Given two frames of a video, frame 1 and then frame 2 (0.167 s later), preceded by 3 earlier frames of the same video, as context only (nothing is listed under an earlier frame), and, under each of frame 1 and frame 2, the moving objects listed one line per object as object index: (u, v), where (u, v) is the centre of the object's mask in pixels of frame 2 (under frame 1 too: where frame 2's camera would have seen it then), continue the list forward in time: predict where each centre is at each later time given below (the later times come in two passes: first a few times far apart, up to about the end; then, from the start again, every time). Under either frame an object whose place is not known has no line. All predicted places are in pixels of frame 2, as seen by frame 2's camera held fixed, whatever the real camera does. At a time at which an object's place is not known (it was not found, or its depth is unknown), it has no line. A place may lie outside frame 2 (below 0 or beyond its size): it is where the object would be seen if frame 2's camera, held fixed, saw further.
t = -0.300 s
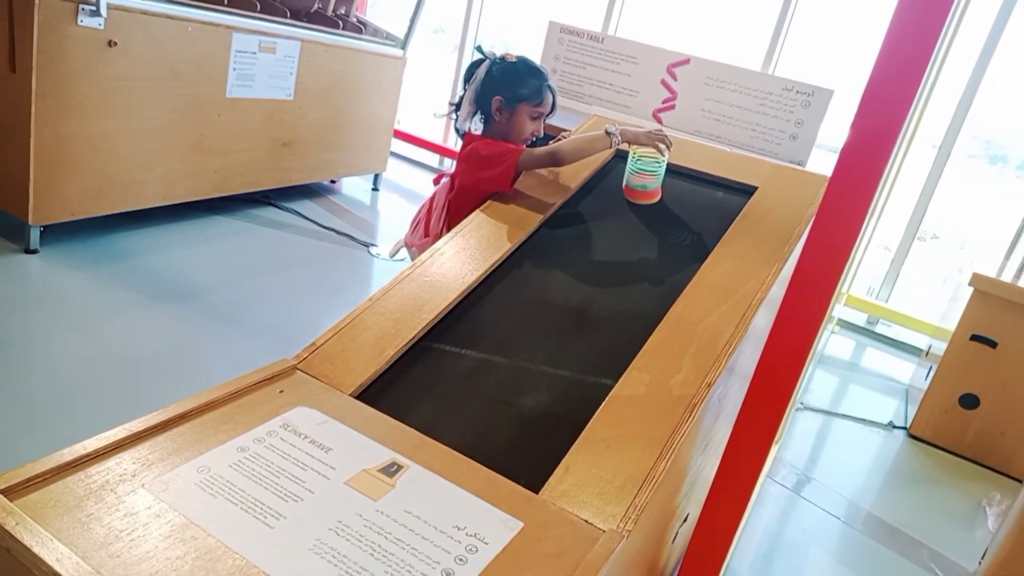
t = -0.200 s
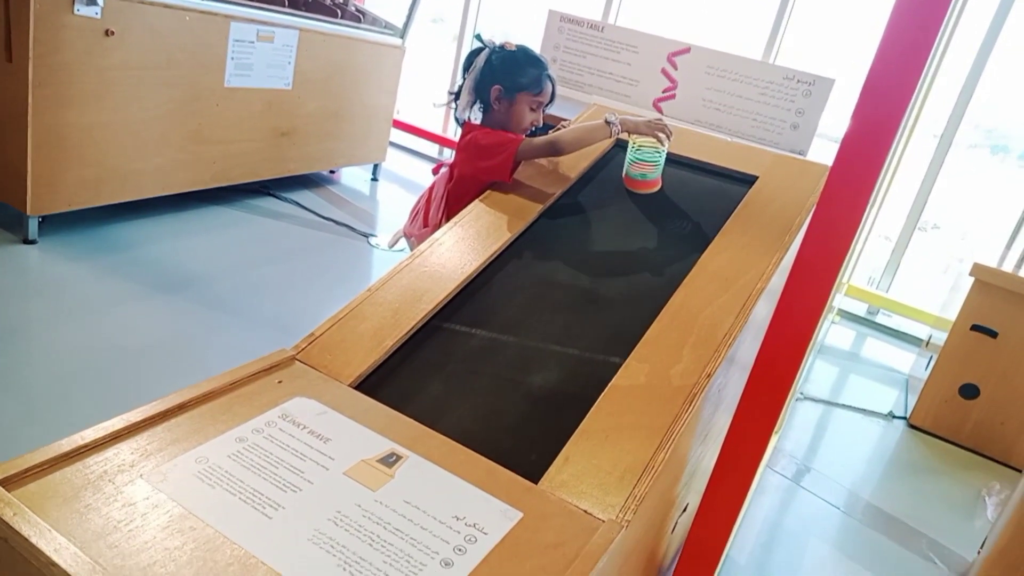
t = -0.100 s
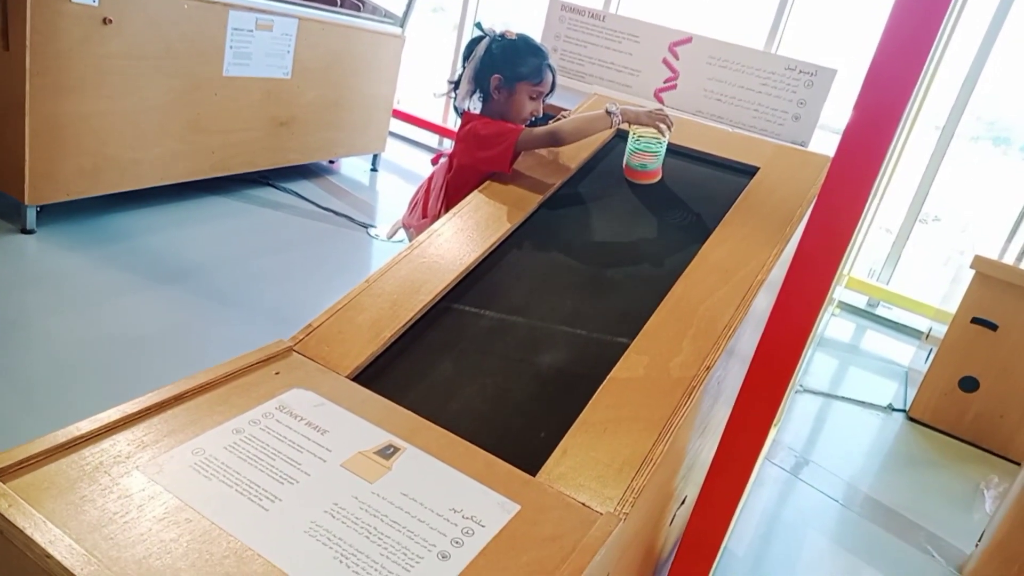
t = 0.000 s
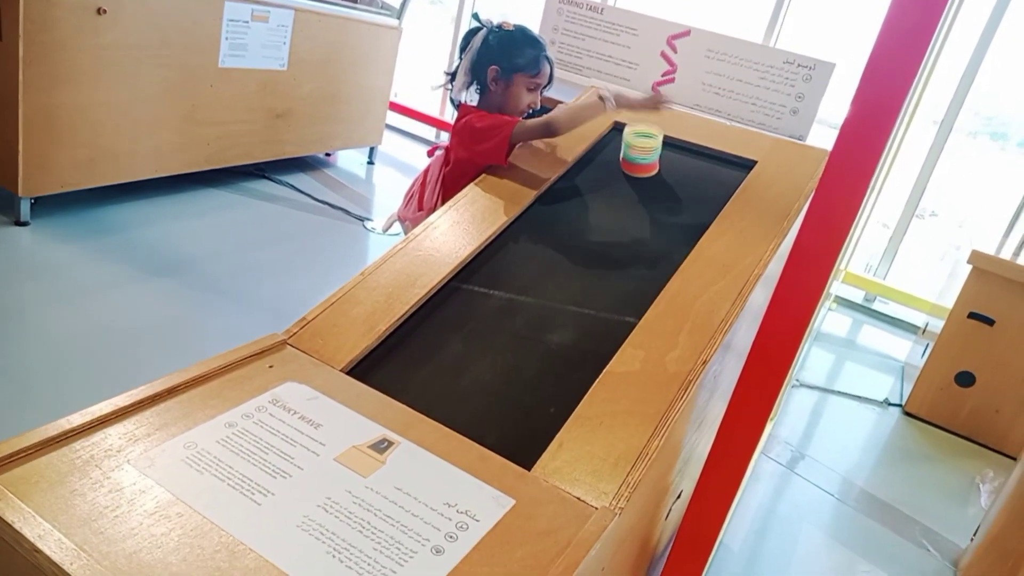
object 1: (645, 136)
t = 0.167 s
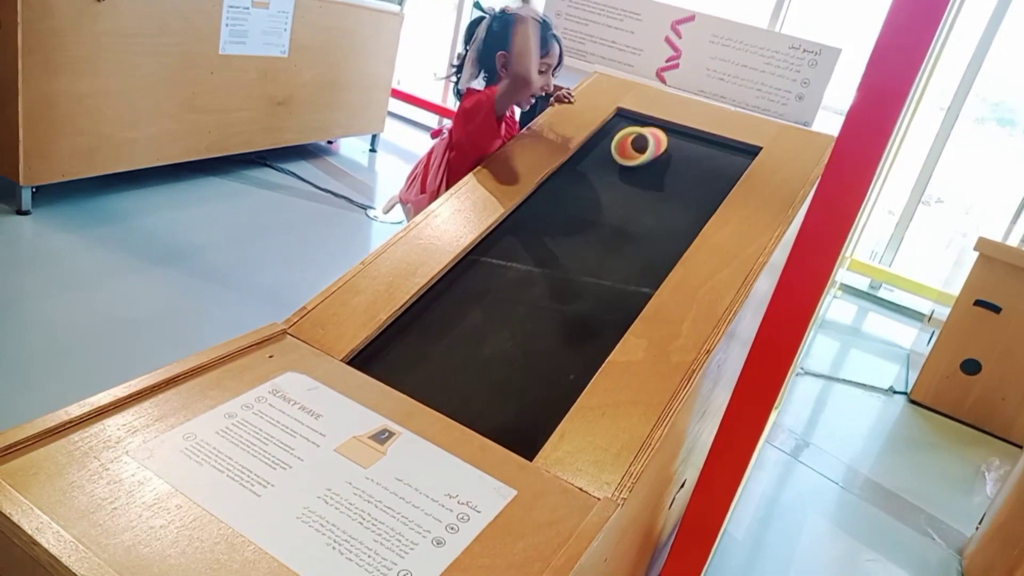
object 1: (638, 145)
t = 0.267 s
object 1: (638, 139)
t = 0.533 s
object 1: (619, 153)
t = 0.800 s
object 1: (605, 168)
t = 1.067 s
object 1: (585, 185)
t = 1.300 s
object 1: (567, 199)
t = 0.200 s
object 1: (637, 146)
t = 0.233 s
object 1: (637, 143)
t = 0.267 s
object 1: (638, 139)
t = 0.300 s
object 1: (634, 142)
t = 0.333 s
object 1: (632, 144)
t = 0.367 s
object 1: (630, 147)
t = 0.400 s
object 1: (628, 148)
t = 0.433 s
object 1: (626, 145)
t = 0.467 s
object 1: (624, 146)
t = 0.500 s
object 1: (622, 150)
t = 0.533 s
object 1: (619, 153)
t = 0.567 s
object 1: (617, 157)
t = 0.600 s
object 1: (615, 160)
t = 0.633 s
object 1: (612, 163)
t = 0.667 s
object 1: (612, 160)
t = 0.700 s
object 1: (610, 163)
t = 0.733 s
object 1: (608, 165)
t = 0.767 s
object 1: (606, 166)
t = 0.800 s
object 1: (605, 168)
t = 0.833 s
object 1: (603, 168)
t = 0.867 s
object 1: (599, 169)
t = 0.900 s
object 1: (595, 174)
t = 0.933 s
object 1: (593, 178)
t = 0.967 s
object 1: (590, 183)
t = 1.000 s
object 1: (590, 179)
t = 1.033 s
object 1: (588, 181)
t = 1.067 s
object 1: (585, 185)
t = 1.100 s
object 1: (584, 187)
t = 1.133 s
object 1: (583, 189)
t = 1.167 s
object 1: (582, 187)
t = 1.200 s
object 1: (578, 189)
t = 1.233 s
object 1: (574, 193)
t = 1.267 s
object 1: (571, 197)
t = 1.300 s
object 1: (567, 199)
